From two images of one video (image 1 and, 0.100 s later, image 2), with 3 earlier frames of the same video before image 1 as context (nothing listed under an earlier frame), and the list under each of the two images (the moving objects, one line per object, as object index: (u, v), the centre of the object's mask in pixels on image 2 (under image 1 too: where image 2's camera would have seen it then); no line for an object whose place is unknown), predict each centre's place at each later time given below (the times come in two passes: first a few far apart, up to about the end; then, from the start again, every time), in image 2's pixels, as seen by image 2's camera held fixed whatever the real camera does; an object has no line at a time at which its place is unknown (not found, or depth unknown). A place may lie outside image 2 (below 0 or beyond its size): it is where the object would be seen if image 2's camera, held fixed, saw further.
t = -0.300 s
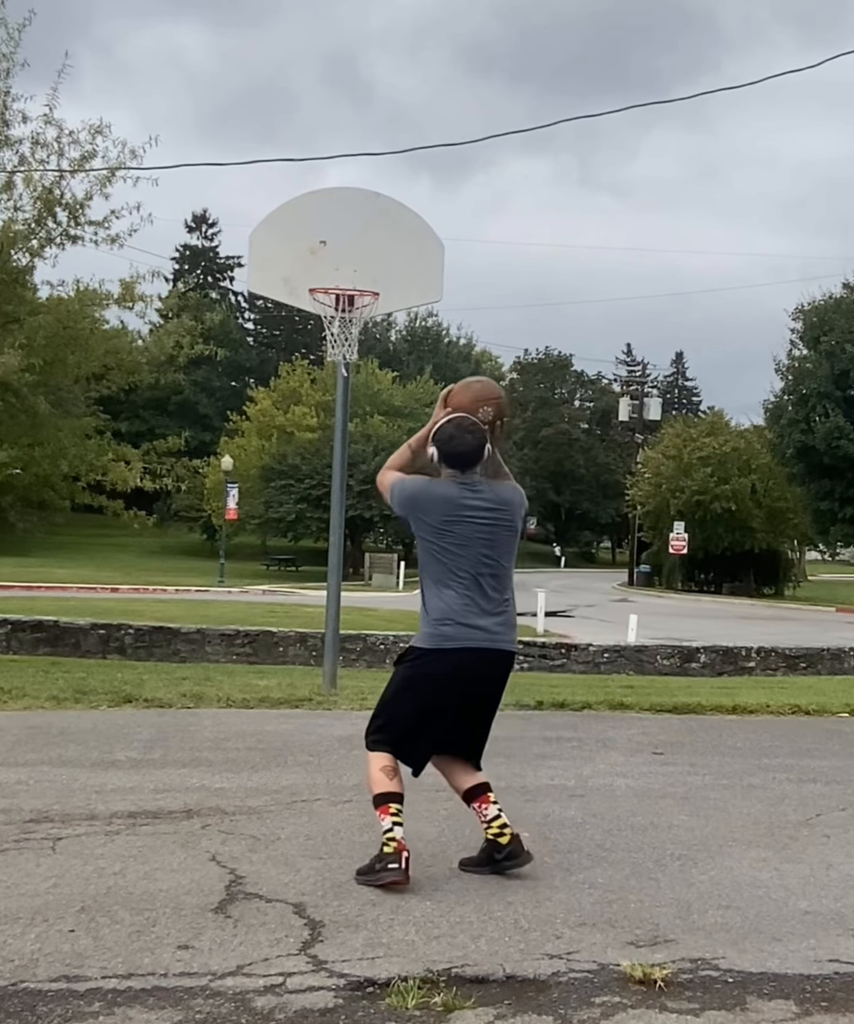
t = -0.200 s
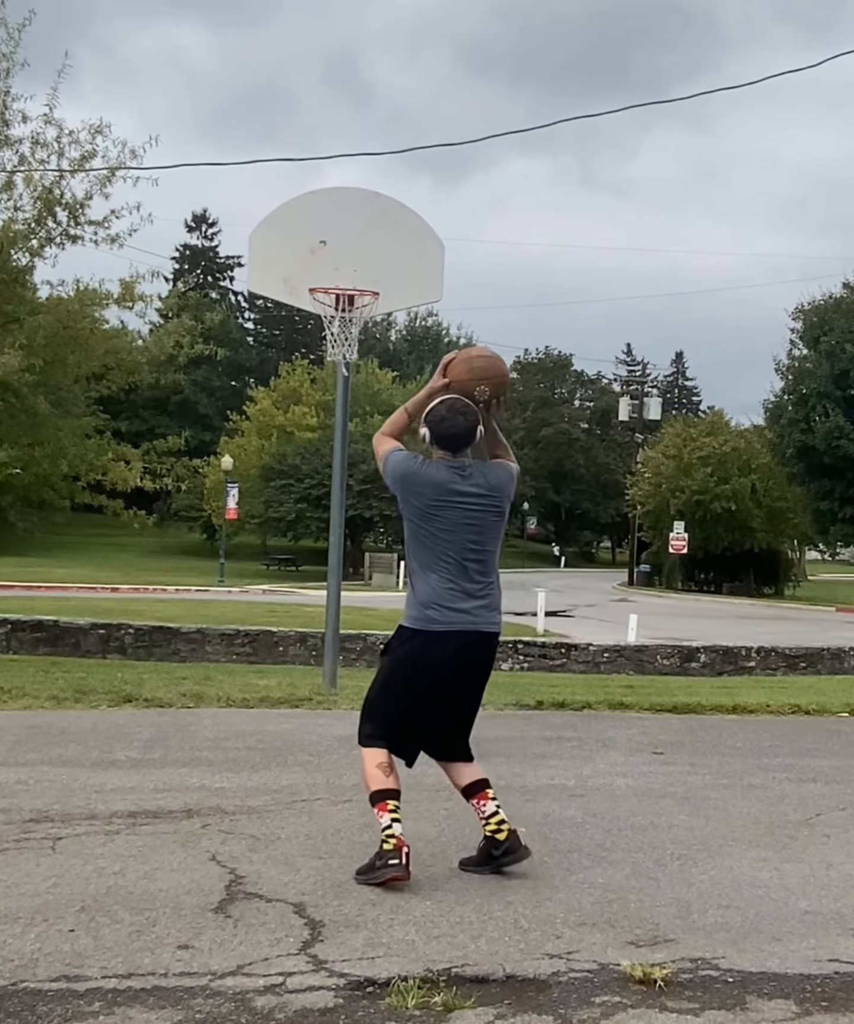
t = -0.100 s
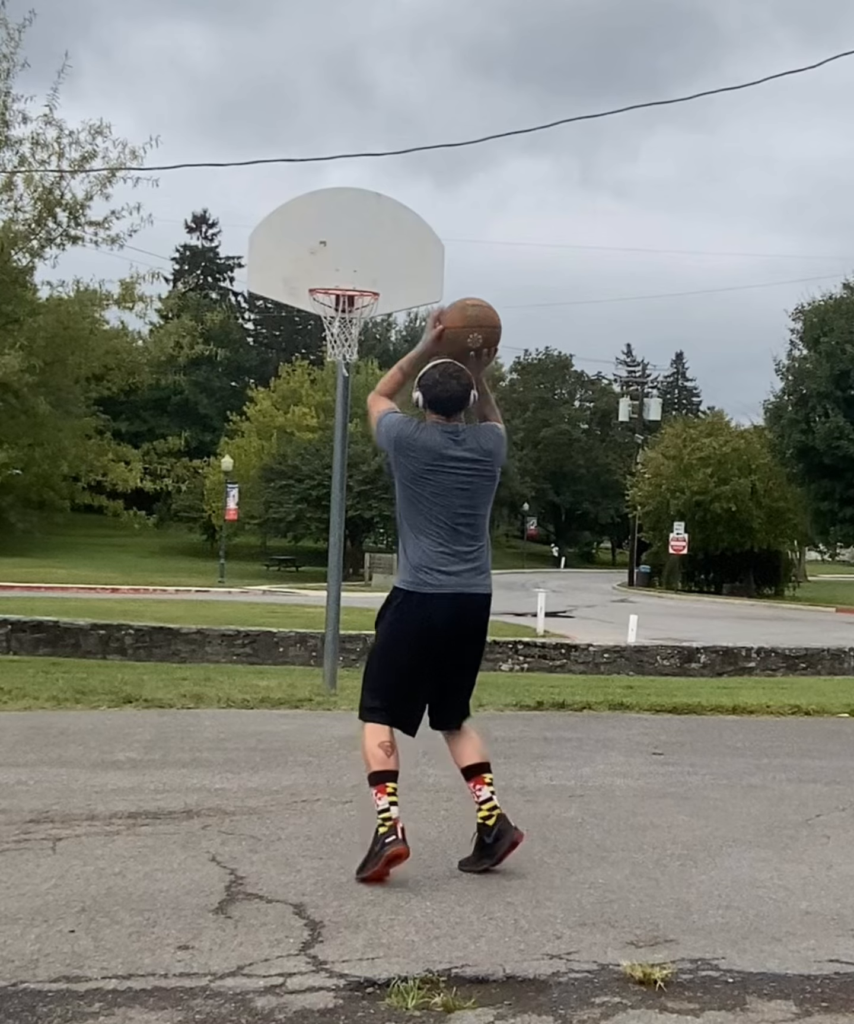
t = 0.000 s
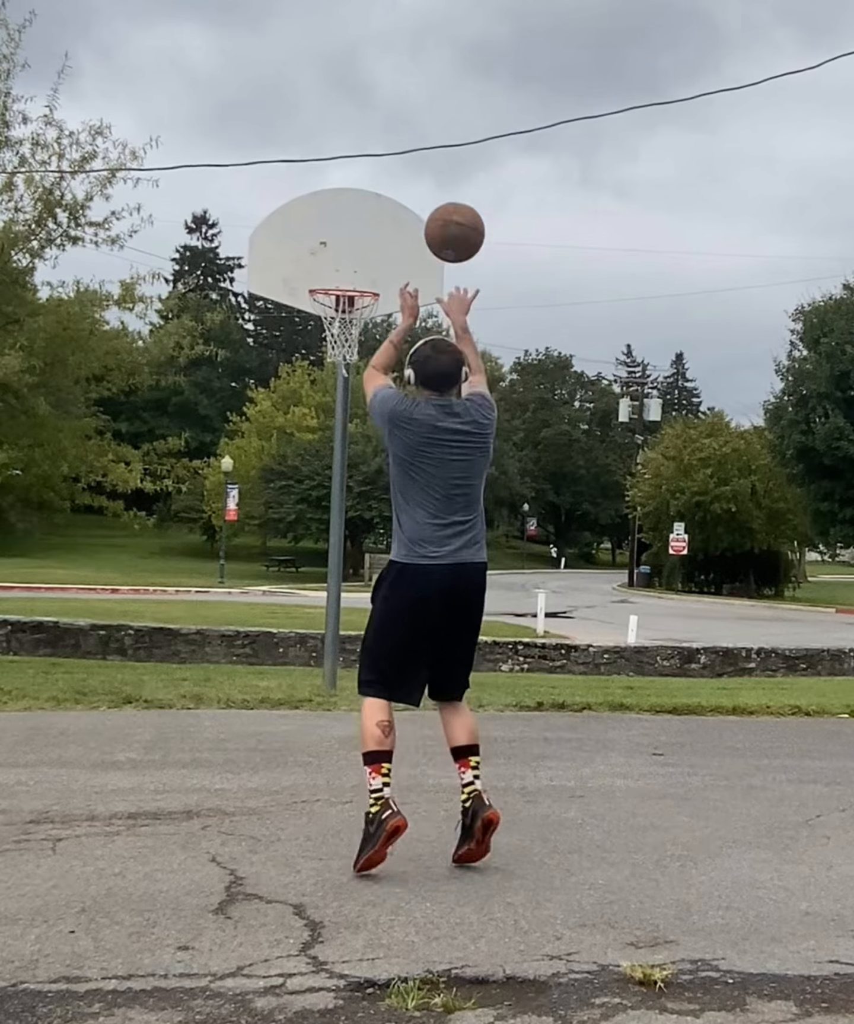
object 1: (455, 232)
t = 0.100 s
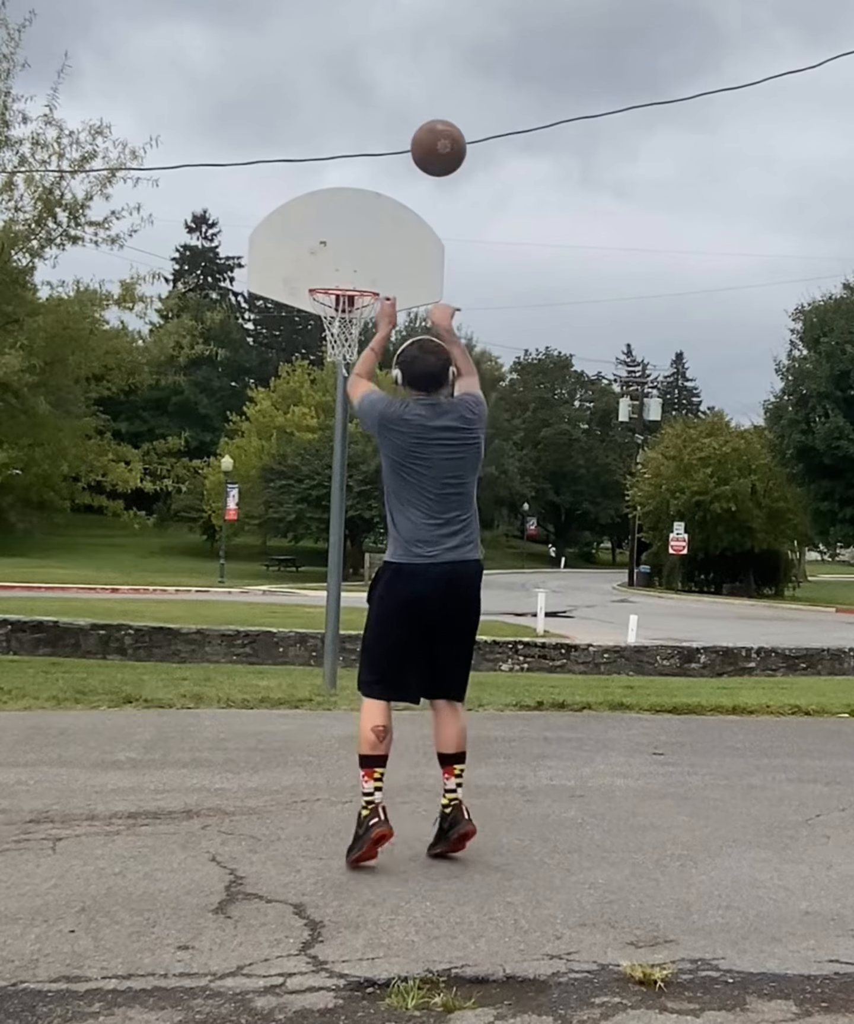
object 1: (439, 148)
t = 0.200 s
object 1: (424, 98)
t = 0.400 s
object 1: (399, 70)
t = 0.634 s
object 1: (374, 126)
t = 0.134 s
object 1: (434, 128)
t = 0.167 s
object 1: (429, 111)
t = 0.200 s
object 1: (424, 98)
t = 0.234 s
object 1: (420, 87)
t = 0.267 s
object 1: (415, 79)
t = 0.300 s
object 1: (411, 73)
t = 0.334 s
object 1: (407, 70)
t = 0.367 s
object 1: (403, 69)
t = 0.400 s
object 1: (399, 70)
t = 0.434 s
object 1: (395, 73)
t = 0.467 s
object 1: (392, 78)
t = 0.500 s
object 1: (388, 84)
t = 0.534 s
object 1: (384, 93)
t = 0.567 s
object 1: (381, 103)
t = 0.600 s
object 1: (378, 114)
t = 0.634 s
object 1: (374, 126)
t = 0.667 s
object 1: (371, 140)
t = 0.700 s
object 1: (368, 156)
